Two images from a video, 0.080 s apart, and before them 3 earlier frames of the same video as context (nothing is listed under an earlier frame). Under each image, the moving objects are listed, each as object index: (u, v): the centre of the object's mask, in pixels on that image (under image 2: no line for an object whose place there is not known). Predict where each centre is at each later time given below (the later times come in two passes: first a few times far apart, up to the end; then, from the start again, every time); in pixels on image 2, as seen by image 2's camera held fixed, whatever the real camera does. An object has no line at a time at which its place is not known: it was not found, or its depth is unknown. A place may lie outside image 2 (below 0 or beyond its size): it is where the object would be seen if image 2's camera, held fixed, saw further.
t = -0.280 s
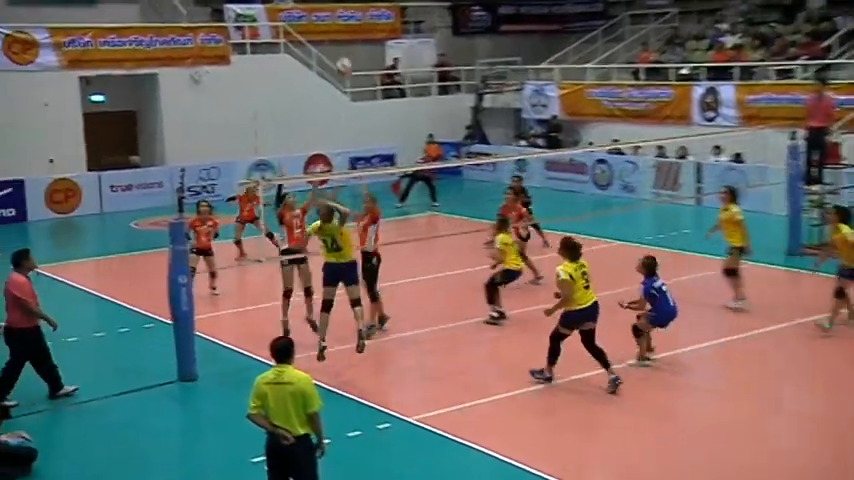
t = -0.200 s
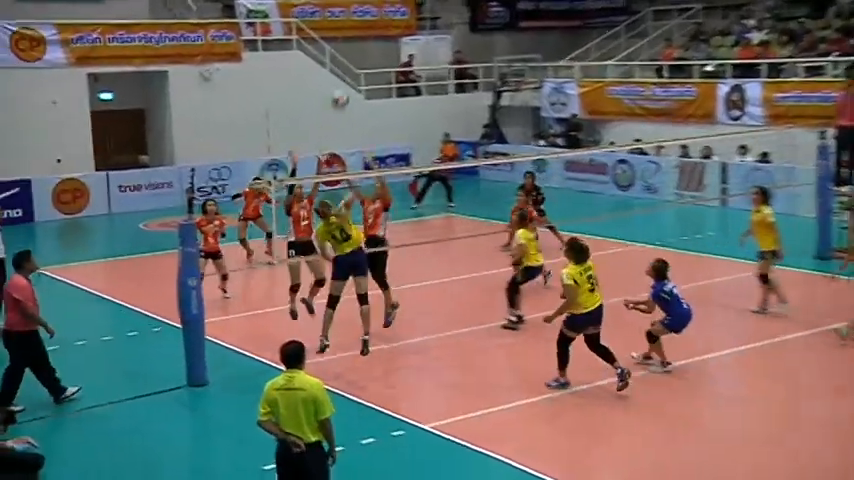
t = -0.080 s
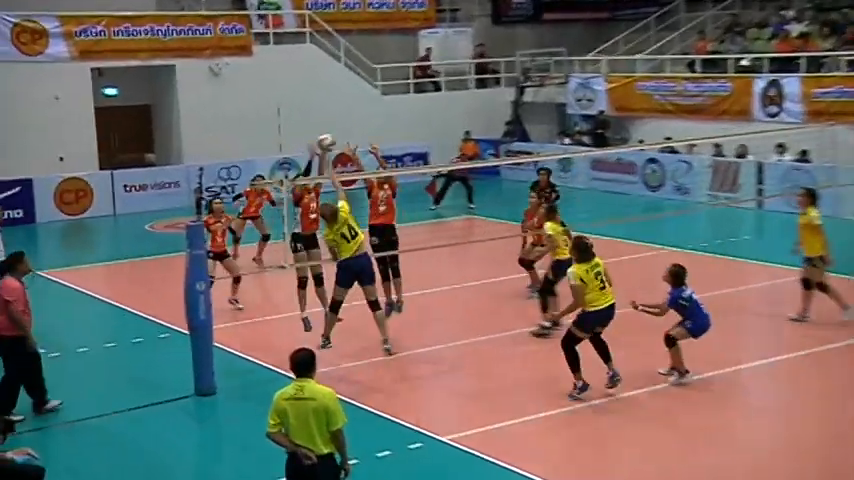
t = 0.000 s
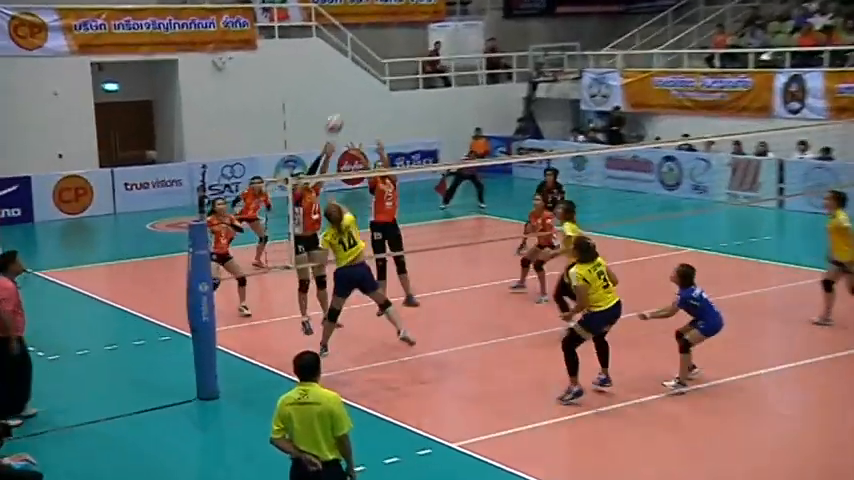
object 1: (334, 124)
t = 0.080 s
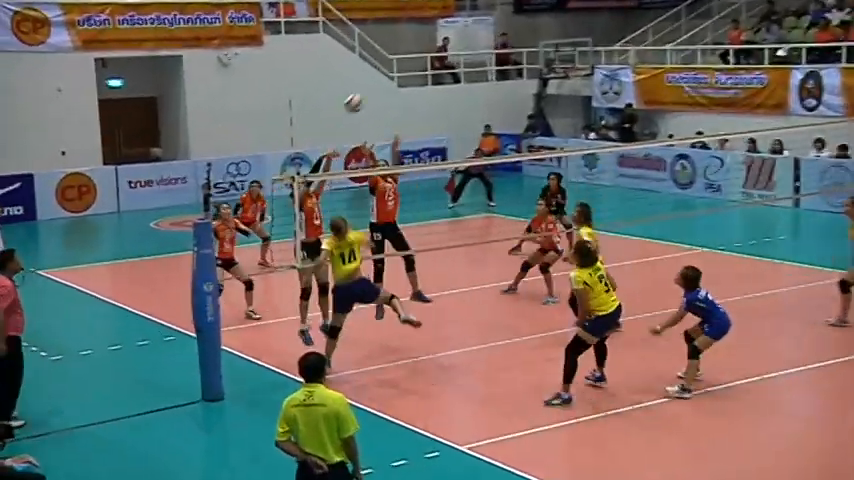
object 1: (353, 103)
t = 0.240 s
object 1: (379, 84)
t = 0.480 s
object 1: (414, 98)
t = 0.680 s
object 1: (443, 142)
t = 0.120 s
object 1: (360, 96)
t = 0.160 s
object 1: (366, 91)
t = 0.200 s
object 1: (372, 87)
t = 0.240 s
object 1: (379, 84)
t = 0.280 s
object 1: (385, 84)
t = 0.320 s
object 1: (391, 84)
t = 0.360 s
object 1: (397, 86)
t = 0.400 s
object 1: (403, 88)
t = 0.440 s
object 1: (408, 93)
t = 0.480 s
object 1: (414, 98)
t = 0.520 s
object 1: (419, 105)
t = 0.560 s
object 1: (425, 113)
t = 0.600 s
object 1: (431, 122)
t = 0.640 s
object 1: (436, 133)
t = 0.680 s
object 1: (443, 142)
